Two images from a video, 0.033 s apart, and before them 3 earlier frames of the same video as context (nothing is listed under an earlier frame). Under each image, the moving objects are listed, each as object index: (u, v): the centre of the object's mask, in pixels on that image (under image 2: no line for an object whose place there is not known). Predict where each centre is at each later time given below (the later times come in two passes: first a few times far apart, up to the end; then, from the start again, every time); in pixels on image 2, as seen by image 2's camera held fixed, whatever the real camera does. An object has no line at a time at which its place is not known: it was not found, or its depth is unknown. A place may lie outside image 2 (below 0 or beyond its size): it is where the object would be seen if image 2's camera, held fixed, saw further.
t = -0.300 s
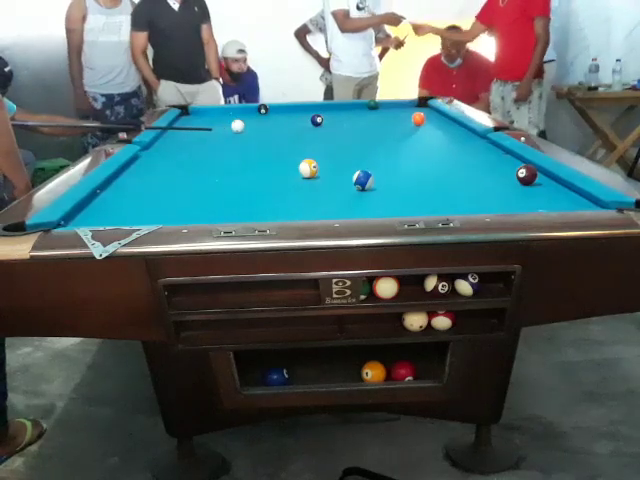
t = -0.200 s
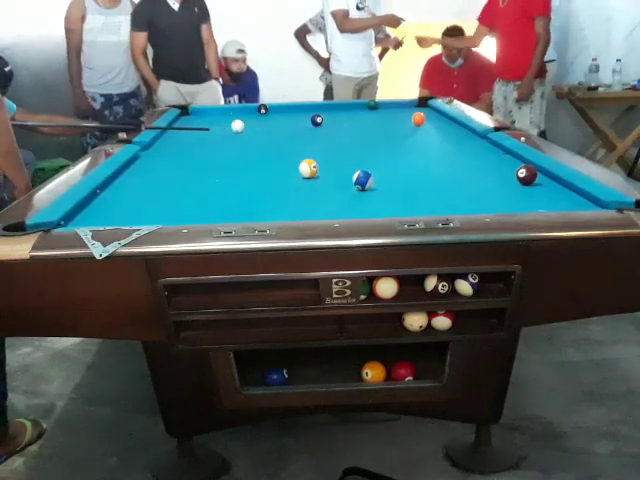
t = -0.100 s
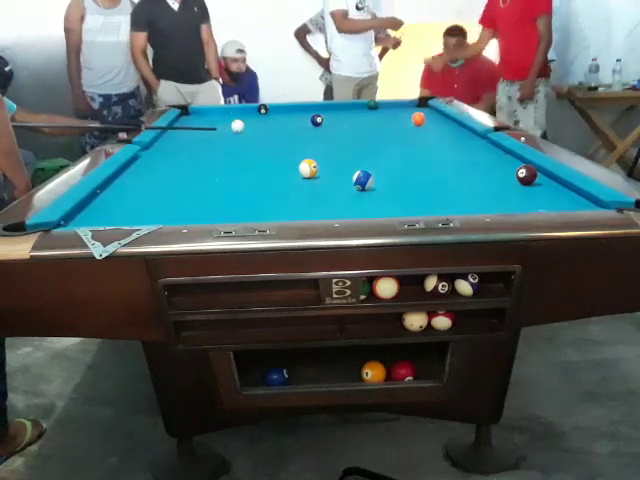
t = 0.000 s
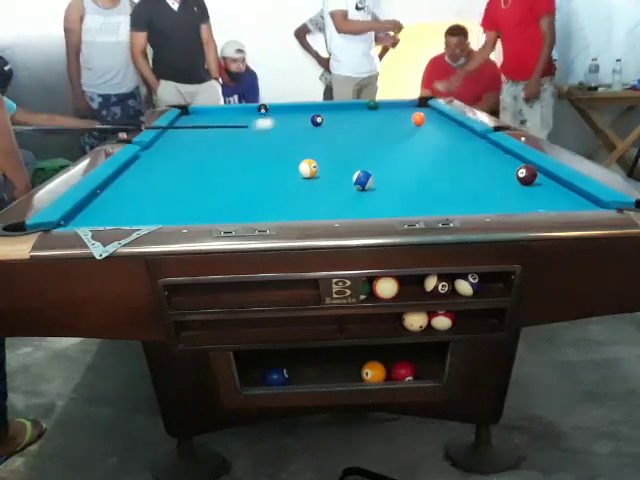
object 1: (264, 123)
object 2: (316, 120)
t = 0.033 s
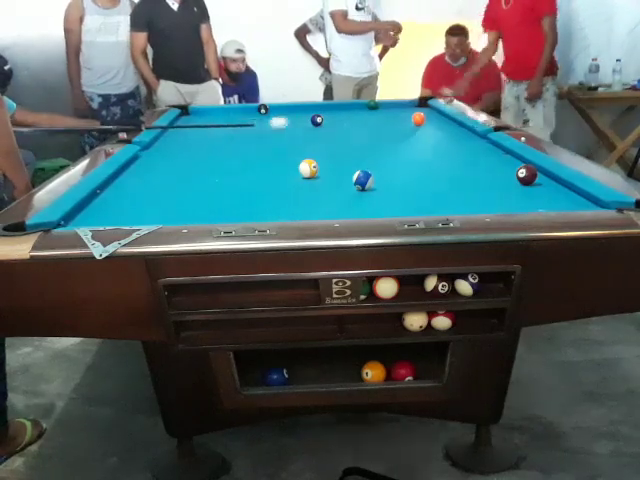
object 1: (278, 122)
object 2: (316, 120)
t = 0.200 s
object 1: (318, 121)
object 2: (334, 117)
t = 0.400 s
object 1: (340, 122)
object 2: (362, 113)
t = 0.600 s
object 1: (362, 123)
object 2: (388, 110)
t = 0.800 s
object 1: (384, 124)
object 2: (412, 105)
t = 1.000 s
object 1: (405, 124)
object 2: (413, 104)
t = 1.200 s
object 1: (425, 125)
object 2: (400, 104)
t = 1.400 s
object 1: (447, 127)
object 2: (388, 105)
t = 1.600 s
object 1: (462, 128)
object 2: (377, 107)
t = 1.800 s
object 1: (453, 129)
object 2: (365, 108)
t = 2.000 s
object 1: (443, 130)
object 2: (354, 109)
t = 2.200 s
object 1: (433, 131)
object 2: (343, 109)
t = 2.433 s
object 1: (424, 132)
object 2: (330, 111)
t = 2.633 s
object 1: (416, 134)
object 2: (321, 112)
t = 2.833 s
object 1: (408, 135)
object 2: (311, 113)
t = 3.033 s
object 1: (402, 135)
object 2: (302, 114)
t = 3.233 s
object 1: (397, 137)
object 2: (294, 115)
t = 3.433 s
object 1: (392, 137)
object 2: (286, 116)
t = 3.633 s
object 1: (388, 138)
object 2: (278, 117)
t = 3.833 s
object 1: (385, 138)
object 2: (272, 117)
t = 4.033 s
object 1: (382, 138)
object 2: (266, 117)
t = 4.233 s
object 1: (380, 139)
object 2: (260, 118)
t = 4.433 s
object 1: (379, 139)
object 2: (255, 119)
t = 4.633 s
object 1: (379, 139)
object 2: (252, 119)
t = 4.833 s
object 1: (379, 139)
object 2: (248, 119)
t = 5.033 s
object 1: (379, 139)
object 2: (246, 119)
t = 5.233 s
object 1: (379, 139)
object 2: (245, 119)
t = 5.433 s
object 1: (379, 139)
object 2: (244, 119)
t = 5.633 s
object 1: (379, 139)
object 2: (244, 119)
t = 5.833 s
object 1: (379, 139)
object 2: (244, 119)
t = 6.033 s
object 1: (379, 139)
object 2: (244, 119)
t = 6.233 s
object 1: (379, 139)
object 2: (244, 119)
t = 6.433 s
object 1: (379, 139)
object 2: (244, 119)
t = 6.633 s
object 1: (379, 139)
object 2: (244, 119)
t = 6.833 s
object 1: (379, 139)
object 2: (244, 119)
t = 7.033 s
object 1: (379, 139)
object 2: (244, 119)
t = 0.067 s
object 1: (292, 121)
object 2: (316, 120)
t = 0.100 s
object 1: (304, 121)
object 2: (317, 120)
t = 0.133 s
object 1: (311, 121)
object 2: (322, 119)
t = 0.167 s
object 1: (314, 121)
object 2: (328, 118)
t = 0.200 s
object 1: (318, 121)
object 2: (334, 117)
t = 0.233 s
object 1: (322, 121)
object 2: (338, 117)
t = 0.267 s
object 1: (326, 121)
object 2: (343, 116)
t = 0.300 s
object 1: (330, 121)
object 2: (348, 116)
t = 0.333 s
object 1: (333, 121)
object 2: (353, 114)
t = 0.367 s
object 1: (337, 122)
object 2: (357, 114)
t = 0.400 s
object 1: (340, 122)
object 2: (362, 113)
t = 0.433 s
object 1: (344, 122)
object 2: (366, 112)
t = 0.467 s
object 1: (348, 122)
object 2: (370, 112)
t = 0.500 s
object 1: (351, 122)
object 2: (375, 111)
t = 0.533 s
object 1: (355, 123)
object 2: (380, 111)
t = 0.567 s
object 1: (358, 123)
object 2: (383, 111)
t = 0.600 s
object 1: (362, 123)
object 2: (388, 110)
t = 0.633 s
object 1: (366, 123)
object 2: (391, 109)
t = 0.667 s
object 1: (369, 123)
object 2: (395, 108)
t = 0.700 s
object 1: (373, 123)
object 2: (400, 108)
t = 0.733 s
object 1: (377, 123)
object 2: (404, 107)
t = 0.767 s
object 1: (380, 124)
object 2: (407, 108)
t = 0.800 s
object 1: (384, 124)
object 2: (412, 105)
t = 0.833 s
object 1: (387, 124)
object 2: (413, 106)
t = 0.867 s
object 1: (391, 124)
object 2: (419, 105)
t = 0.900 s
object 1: (394, 124)
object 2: (422, 104)
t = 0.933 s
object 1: (397, 124)
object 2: (421, 103)
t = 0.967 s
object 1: (401, 124)
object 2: (417, 105)
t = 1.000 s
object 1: (405, 124)
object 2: (413, 104)
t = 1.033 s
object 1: (408, 125)
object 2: (411, 103)
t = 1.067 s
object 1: (411, 125)
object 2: (409, 104)
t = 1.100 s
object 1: (415, 125)
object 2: (408, 103)
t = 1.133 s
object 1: (419, 125)
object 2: (404, 104)
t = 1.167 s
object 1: (422, 125)
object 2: (402, 104)
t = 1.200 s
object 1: (425, 125)
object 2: (400, 104)
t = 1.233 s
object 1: (430, 126)
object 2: (399, 104)
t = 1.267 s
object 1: (433, 126)
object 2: (396, 104)
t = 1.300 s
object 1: (437, 126)
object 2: (394, 104)
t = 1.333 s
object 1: (440, 126)
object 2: (392, 104)
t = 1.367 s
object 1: (444, 126)
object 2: (390, 104)
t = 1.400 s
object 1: (447, 127)
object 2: (388, 105)
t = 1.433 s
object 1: (450, 127)
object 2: (387, 105)
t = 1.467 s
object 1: (454, 127)
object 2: (385, 105)
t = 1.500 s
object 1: (457, 127)
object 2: (383, 105)
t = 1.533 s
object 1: (460, 127)
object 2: (380, 106)
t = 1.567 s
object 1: (463, 127)
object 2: (379, 106)
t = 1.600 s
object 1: (462, 128)
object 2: (377, 107)
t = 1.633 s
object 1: (461, 128)
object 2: (376, 107)
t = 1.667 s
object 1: (459, 128)
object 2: (373, 106)
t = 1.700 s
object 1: (457, 128)
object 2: (371, 106)
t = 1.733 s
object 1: (456, 129)
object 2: (370, 107)
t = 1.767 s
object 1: (454, 129)
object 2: (366, 108)
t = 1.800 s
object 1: (453, 129)
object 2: (365, 108)
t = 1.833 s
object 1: (451, 129)
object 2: (363, 108)
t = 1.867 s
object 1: (449, 129)
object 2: (361, 108)
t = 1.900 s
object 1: (448, 129)
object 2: (359, 108)
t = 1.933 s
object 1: (446, 130)
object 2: (357, 108)
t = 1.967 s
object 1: (445, 130)
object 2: (355, 109)
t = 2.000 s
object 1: (443, 130)
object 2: (354, 109)
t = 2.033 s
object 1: (441, 130)
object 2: (352, 109)
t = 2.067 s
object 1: (440, 130)
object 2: (350, 109)
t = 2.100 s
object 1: (438, 131)
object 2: (349, 109)
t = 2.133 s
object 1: (437, 131)
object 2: (347, 109)
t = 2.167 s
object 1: (435, 131)
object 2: (344, 109)
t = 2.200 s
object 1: (433, 131)
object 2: (343, 109)
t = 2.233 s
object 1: (432, 131)
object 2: (341, 110)
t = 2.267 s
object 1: (431, 132)
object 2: (340, 110)
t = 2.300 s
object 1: (429, 132)
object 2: (338, 110)
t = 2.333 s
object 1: (428, 132)
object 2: (336, 110)
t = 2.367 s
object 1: (427, 132)
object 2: (334, 110)
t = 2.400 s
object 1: (425, 132)
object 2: (333, 110)
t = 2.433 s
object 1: (424, 132)
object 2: (330, 111)
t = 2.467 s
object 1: (422, 133)
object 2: (329, 111)
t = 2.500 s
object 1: (421, 133)
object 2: (327, 111)
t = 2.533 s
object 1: (420, 133)
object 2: (326, 112)
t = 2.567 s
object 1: (418, 133)
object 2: (324, 113)
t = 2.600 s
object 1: (417, 134)
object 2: (323, 113)
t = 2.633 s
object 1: (416, 134)
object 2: (321, 112)
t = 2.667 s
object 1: (414, 134)
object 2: (319, 113)
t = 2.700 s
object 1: (413, 134)
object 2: (317, 113)
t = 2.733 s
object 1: (412, 134)
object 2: (315, 113)
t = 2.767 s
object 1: (411, 134)
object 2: (314, 113)
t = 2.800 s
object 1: (410, 135)
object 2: (313, 113)
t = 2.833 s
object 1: (408, 135)
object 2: (311, 113)
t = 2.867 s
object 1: (407, 135)
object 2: (310, 113)
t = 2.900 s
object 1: (407, 135)
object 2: (308, 113)
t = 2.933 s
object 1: (405, 135)
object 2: (307, 113)
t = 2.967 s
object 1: (404, 135)
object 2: (305, 113)
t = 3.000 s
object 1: (403, 135)
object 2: (304, 113)
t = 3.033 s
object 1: (402, 135)
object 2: (302, 114)
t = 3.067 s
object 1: (401, 136)
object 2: (300, 114)
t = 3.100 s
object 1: (400, 136)
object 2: (299, 114)
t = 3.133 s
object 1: (399, 136)
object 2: (297, 114)
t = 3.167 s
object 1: (399, 136)
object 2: (296, 115)
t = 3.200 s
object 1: (398, 136)
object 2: (295, 115)
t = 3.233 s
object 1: (397, 137)
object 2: (294, 115)
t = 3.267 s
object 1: (396, 137)
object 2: (292, 115)
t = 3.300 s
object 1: (395, 137)
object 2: (291, 115)
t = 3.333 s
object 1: (394, 137)
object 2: (289, 116)
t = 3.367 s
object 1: (393, 137)
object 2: (288, 116)
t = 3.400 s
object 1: (393, 137)
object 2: (287, 116)
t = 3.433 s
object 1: (392, 137)
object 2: (286, 116)
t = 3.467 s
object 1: (391, 137)
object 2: (284, 116)
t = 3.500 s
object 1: (391, 137)
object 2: (283, 116)
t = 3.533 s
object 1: (390, 138)
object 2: (282, 117)
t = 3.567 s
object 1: (389, 138)
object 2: (280, 117)
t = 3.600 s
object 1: (389, 138)
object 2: (279, 117)
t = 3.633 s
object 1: (388, 138)
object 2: (278, 117)
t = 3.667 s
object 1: (388, 138)
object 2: (277, 116)
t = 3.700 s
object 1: (387, 138)
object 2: (276, 116)
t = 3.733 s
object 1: (387, 138)
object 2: (275, 117)
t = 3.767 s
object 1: (386, 138)
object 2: (274, 117)
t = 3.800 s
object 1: (386, 138)
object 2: (273, 117)
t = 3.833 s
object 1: (385, 138)
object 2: (272, 117)
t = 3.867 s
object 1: (385, 138)
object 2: (271, 117)
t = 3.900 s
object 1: (384, 138)
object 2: (270, 117)
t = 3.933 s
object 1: (384, 138)
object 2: (269, 117)
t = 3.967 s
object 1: (383, 139)
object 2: (268, 117)
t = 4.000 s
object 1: (383, 138)
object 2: (267, 117)
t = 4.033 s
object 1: (382, 138)
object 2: (266, 117)
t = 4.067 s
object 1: (382, 139)
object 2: (265, 117)
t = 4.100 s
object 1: (382, 139)
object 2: (264, 118)
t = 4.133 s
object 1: (381, 139)
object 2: (263, 118)
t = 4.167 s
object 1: (381, 139)
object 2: (262, 118)
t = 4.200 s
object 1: (380, 139)
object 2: (261, 118)
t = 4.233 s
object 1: (380, 139)
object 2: (260, 118)
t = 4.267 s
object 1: (380, 139)
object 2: (260, 118)
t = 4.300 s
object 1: (380, 139)
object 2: (259, 118)
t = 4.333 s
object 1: (380, 139)
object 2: (258, 119)
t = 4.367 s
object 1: (380, 139)
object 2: (257, 118)
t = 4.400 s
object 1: (379, 139)
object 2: (256, 118)
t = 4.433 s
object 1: (379, 139)
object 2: (255, 119)
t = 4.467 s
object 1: (379, 139)
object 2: (255, 118)
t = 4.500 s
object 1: (379, 139)
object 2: (254, 118)
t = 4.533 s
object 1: (379, 139)
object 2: (254, 119)
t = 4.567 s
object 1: (379, 139)
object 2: (253, 119)
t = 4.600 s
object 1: (379, 139)
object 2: (252, 119)
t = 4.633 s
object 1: (379, 139)
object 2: (252, 119)
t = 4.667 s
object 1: (379, 139)
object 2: (251, 119)
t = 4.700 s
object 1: (379, 139)
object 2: (250, 118)
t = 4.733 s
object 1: (379, 139)
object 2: (250, 119)
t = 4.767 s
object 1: (379, 139)
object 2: (249, 119)
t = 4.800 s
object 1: (379, 139)
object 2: (249, 119)
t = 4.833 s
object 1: (379, 139)
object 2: (248, 119)
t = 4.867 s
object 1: (379, 139)
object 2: (248, 119)
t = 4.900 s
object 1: (379, 139)
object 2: (248, 119)
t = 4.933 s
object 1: (379, 139)
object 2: (247, 119)
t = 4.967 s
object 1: (379, 139)
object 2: (247, 119)
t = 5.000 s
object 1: (379, 139)
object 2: (246, 119)
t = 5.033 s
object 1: (379, 139)
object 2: (246, 119)
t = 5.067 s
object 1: (379, 139)
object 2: (246, 119)
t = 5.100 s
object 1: (379, 139)
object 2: (246, 119)
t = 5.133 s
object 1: (379, 139)
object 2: (245, 119)
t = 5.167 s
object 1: (379, 139)
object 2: (245, 119)
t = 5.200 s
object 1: (379, 139)
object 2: (245, 119)
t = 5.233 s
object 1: (379, 139)
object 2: (245, 119)
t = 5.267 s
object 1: (379, 139)
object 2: (245, 119)
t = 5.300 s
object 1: (379, 139)
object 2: (244, 119)
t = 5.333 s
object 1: (379, 139)
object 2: (244, 119)
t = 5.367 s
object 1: (379, 139)
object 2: (244, 119)
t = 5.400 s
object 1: (379, 139)
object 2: (244, 119)
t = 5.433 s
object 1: (379, 139)
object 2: (244, 119)
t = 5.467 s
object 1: (379, 139)
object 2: (244, 119)
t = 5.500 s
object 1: (379, 139)
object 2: (244, 119)
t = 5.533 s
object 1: (379, 139)
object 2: (244, 119)
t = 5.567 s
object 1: (379, 139)
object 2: (244, 119)
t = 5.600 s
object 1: (379, 139)
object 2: (244, 119)
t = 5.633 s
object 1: (379, 139)
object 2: (244, 119)
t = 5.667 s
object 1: (379, 139)
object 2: (244, 119)
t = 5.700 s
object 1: (379, 139)
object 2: (244, 119)
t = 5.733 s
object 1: (379, 139)
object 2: (244, 119)
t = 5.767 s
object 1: (379, 139)
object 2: (244, 119)
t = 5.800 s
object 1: (379, 139)
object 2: (244, 119)
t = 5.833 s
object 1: (379, 139)
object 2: (244, 119)
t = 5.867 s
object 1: (379, 139)
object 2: (244, 119)
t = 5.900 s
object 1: (379, 139)
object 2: (244, 119)
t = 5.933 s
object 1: (379, 139)
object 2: (244, 119)
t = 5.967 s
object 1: (379, 139)
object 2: (244, 119)
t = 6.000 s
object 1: (379, 139)
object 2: (244, 119)
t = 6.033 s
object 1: (379, 139)
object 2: (244, 119)
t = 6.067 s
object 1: (379, 139)
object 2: (244, 119)
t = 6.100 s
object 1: (379, 139)
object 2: (244, 119)
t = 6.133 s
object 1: (379, 139)
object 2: (244, 119)
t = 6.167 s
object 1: (379, 139)
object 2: (244, 119)
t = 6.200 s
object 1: (379, 139)
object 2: (244, 119)
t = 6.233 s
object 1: (379, 139)
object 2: (244, 119)
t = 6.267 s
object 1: (379, 139)
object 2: (244, 119)
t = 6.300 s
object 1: (379, 139)
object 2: (244, 119)
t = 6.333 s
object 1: (379, 139)
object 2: (244, 119)
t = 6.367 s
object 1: (379, 139)
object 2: (244, 119)
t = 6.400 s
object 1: (379, 139)
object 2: (244, 119)
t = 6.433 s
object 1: (379, 139)
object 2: (244, 119)
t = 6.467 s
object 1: (379, 139)
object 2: (244, 119)
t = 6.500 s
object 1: (379, 139)
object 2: (244, 119)
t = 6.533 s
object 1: (379, 139)
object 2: (244, 119)
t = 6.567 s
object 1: (379, 139)
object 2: (244, 119)
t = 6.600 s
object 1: (379, 139)
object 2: (244, 119)
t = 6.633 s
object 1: (379, 139)
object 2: (244, 119)
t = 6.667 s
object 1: (379, 139)
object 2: (244, 119)
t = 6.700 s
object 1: (379, 139)
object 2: (244, 119)
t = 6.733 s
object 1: (379, 139)
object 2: (244, 119)
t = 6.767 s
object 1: (379, 139)
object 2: (244, 119)
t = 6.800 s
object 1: (379, 139)
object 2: (244, 119)
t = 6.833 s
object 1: (379, 139)
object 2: (244, 119)
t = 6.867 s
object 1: (379, 139)
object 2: (244, 119)
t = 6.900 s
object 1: (379, 139)
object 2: (244, 119)
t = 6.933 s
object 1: (379, 139)
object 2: (244, 119)
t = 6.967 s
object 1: (379, 139)
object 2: (244, 119)
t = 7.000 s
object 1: (379, 139)
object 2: (244, 119)
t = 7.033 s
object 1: (379, 139)
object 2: (244, 119)
